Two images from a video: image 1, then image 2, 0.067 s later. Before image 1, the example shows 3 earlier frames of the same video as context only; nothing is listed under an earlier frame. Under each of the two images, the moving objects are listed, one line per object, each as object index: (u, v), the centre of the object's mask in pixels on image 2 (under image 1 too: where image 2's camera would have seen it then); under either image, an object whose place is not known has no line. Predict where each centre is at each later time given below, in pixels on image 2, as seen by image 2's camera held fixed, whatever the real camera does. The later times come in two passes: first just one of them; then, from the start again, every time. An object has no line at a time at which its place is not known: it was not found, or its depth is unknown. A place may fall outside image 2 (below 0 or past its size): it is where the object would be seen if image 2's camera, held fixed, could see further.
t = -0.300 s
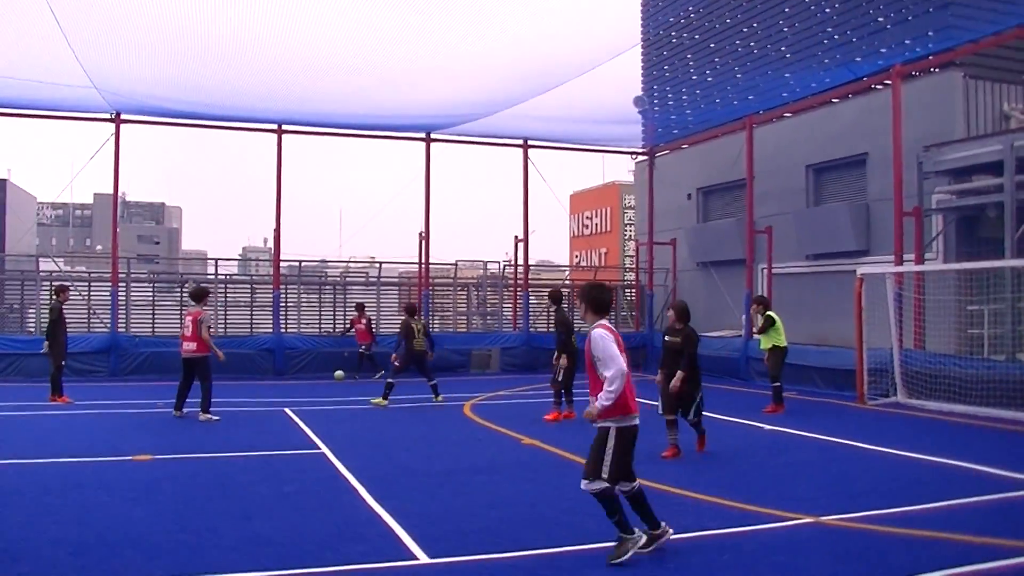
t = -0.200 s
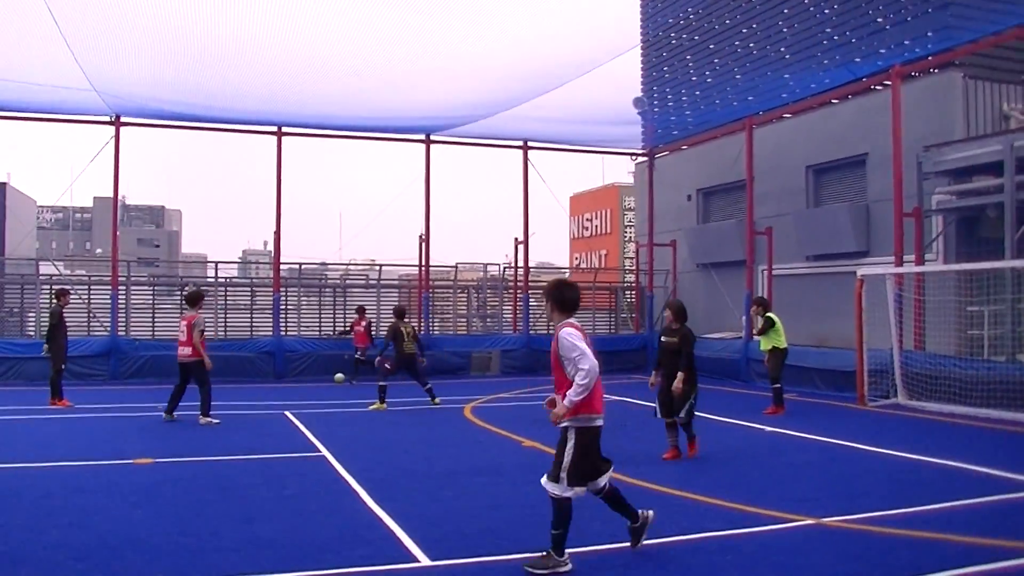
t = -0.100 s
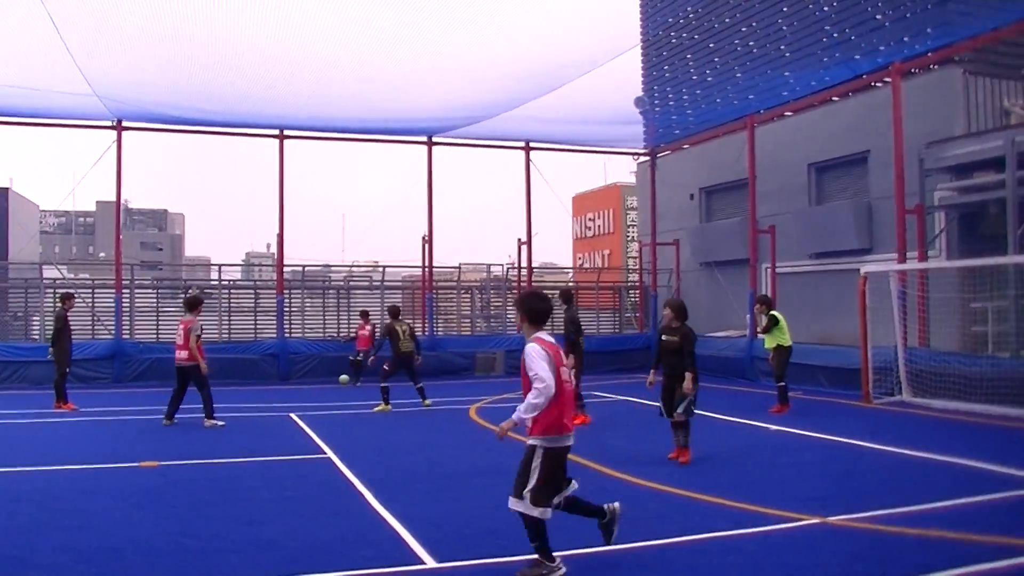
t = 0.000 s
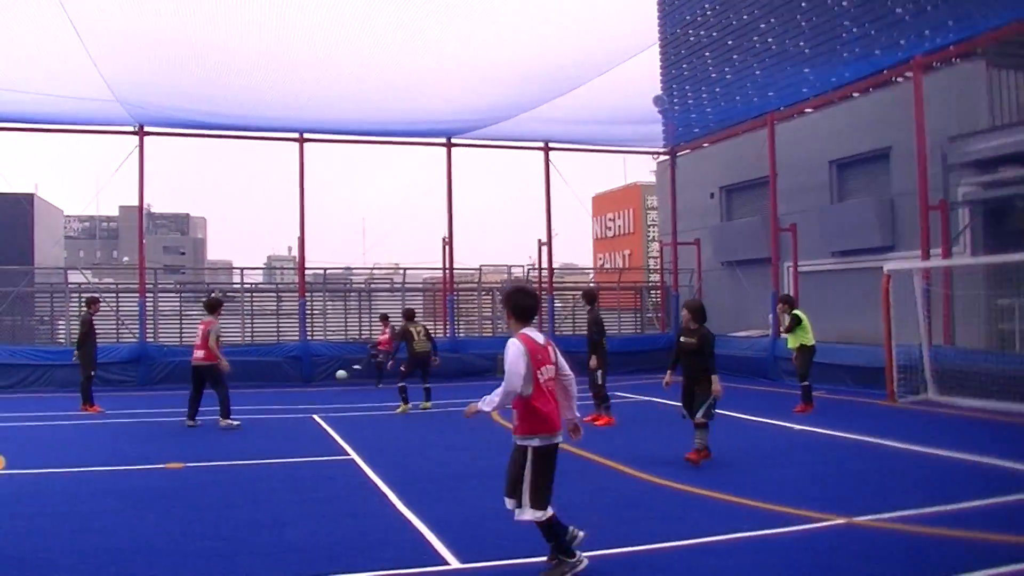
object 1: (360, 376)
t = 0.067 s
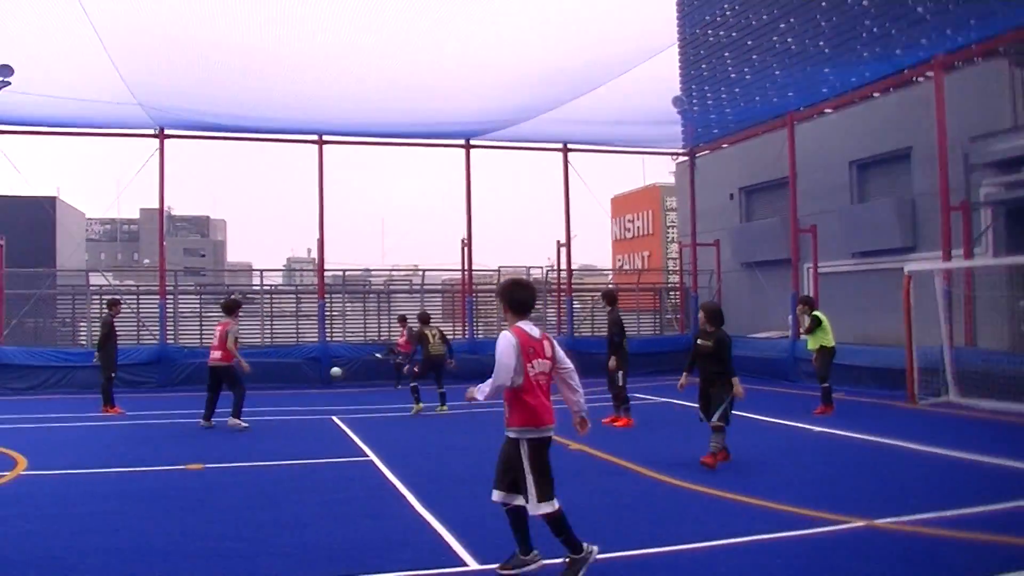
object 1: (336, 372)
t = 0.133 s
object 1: (310, 370)
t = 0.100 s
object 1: (323, 371)
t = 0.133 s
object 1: (310, 370)
